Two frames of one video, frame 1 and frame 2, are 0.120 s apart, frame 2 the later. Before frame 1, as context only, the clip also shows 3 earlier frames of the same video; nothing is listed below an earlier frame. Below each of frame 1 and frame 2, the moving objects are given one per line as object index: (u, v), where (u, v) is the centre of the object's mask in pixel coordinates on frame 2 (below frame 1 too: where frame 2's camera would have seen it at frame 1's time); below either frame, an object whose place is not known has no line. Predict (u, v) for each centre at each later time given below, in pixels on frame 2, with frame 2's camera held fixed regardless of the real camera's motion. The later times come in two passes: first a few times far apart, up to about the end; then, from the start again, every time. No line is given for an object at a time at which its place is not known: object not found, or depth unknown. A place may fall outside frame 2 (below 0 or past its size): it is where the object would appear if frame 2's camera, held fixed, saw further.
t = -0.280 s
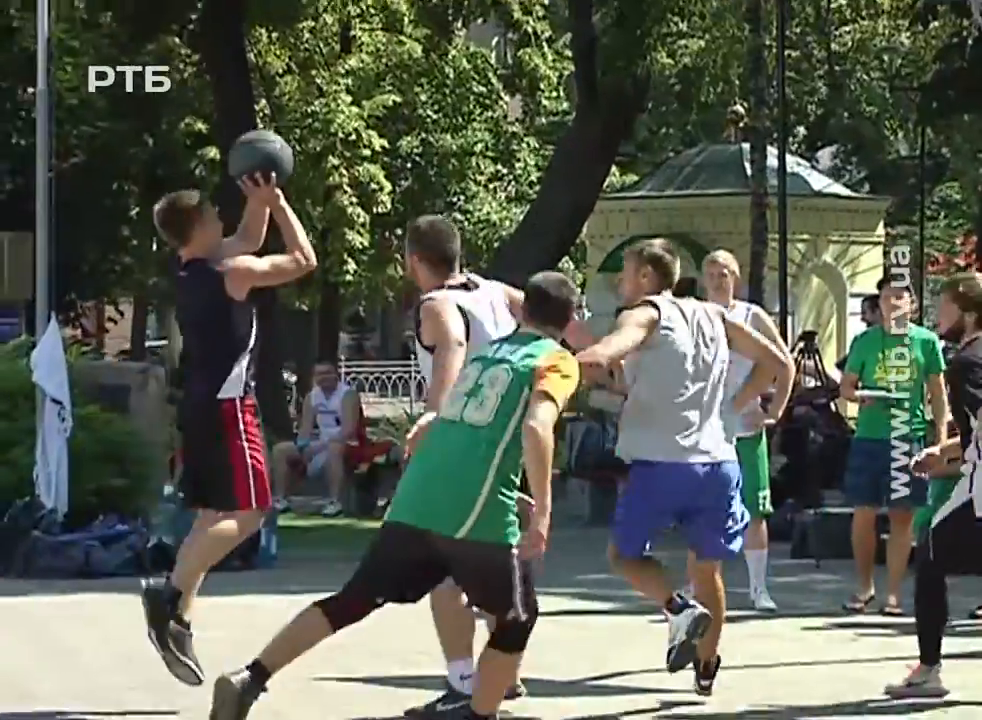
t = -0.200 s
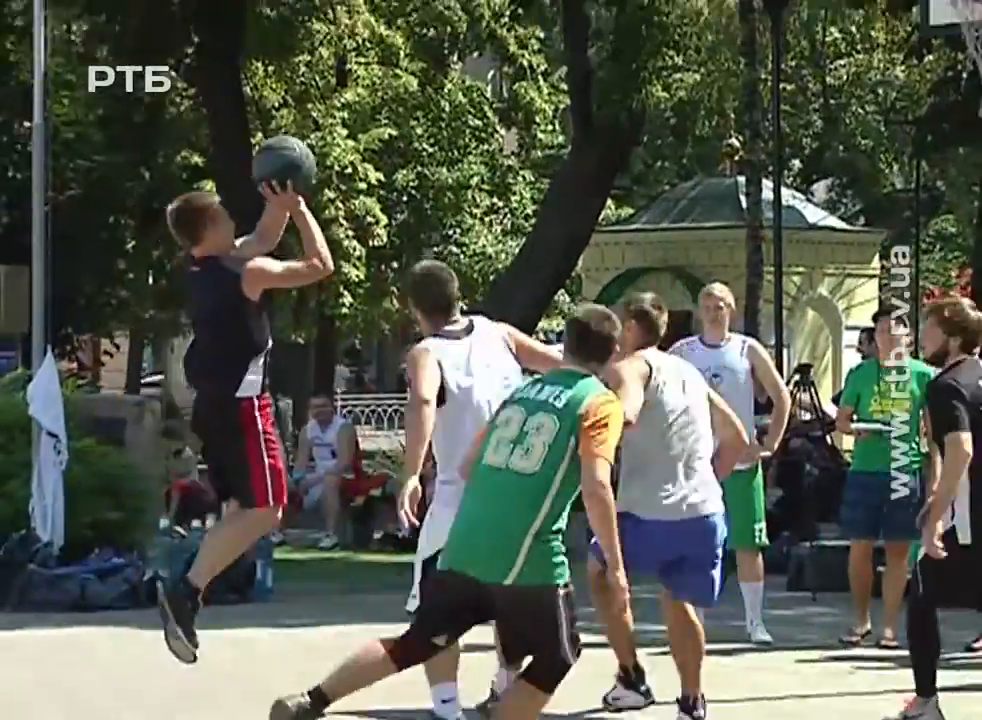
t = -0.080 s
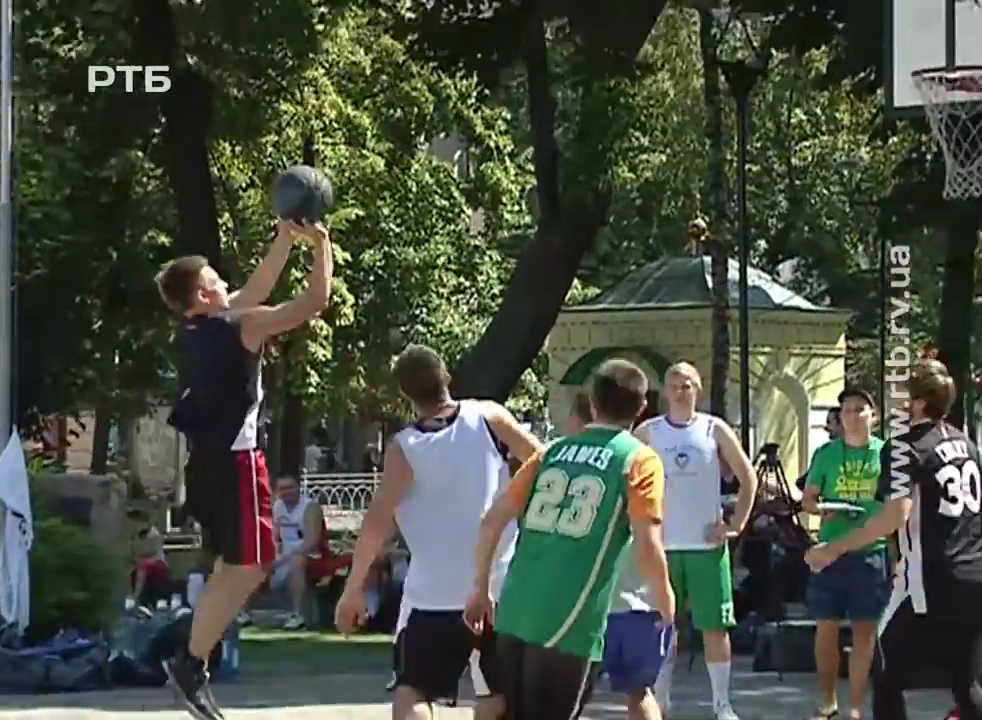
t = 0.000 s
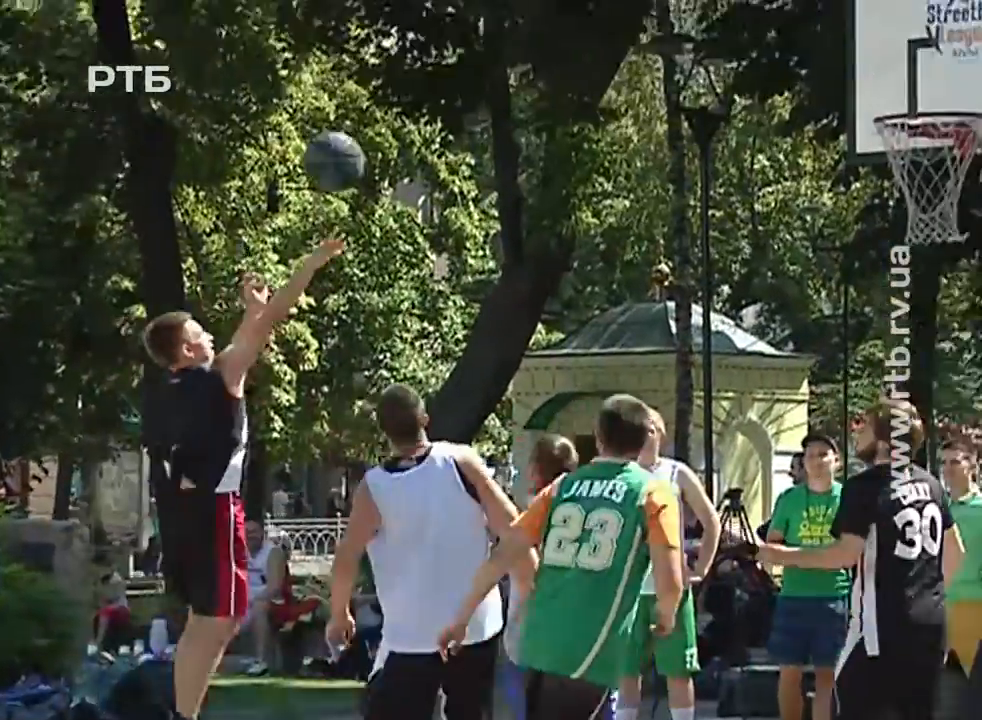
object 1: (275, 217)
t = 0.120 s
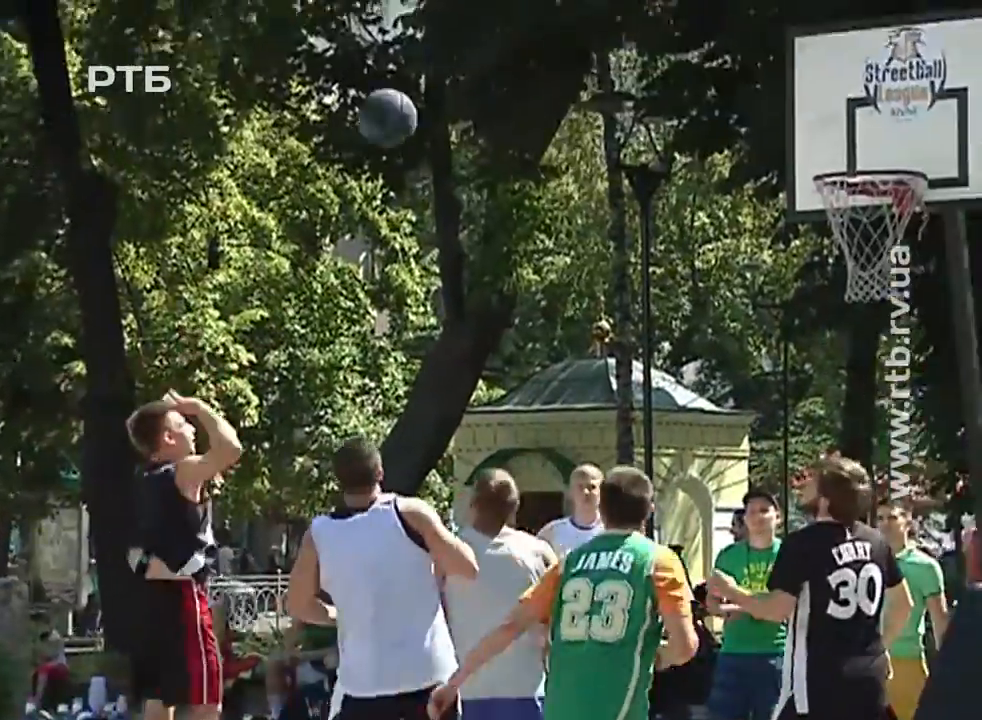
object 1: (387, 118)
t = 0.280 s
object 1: (528, 40)
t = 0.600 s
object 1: (786, 62)
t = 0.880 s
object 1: (865, 153)
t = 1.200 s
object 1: (782, 50)
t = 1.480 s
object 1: (709, 147)
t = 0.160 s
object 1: (424, 93)
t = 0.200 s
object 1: (459, 72)
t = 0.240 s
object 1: (494, 54)
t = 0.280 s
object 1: (528, 40)
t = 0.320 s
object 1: (562, 32)
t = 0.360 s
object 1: (595, 25)
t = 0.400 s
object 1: (627, 22)
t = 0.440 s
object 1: (660, 24)
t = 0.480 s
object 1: (693, 28)
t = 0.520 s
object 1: (725, 36)
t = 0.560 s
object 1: (756, 47)
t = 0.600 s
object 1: (786, 62)
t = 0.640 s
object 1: (816, 81)
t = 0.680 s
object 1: (846, 101)
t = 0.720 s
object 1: (878, 123)
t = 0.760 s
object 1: (897, 147)
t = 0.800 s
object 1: (888, 150)
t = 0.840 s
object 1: (877, 151)
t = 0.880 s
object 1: (865, 153)
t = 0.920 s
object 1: (855, 129)
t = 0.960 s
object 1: (844, 107)
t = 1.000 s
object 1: (833, 90)
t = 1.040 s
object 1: (823, 75)
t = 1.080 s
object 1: (812, 64)
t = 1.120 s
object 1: (802, 55)
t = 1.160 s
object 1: (792, 51)
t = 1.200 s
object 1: (782, 50)
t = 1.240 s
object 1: (771, 53)
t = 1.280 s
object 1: (761, 60)
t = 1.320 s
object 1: (750, 70)
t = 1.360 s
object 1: (740, 84)
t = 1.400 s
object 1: (730, 102)
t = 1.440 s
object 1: (719, 124)
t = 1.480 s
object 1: (709, 147)
